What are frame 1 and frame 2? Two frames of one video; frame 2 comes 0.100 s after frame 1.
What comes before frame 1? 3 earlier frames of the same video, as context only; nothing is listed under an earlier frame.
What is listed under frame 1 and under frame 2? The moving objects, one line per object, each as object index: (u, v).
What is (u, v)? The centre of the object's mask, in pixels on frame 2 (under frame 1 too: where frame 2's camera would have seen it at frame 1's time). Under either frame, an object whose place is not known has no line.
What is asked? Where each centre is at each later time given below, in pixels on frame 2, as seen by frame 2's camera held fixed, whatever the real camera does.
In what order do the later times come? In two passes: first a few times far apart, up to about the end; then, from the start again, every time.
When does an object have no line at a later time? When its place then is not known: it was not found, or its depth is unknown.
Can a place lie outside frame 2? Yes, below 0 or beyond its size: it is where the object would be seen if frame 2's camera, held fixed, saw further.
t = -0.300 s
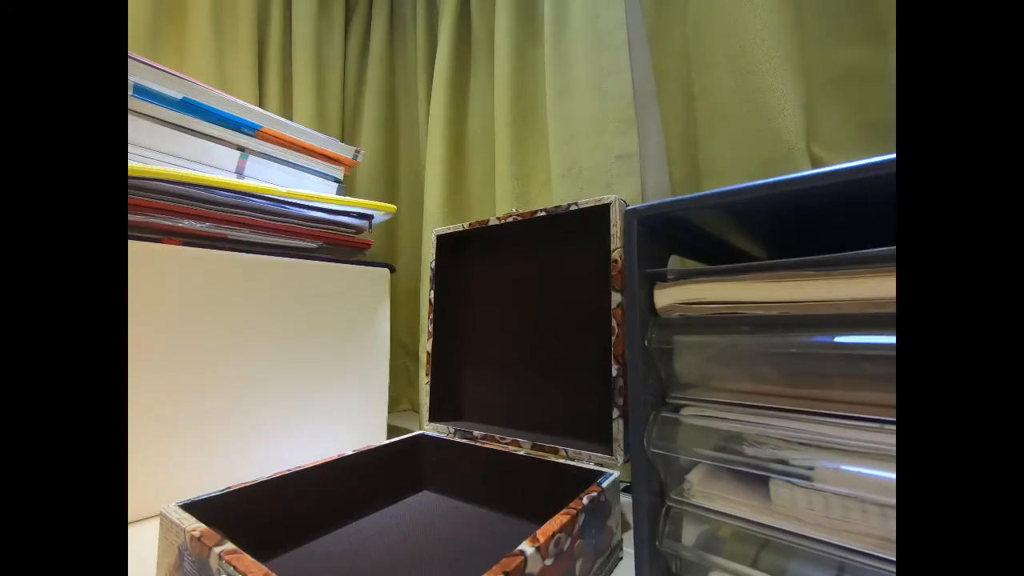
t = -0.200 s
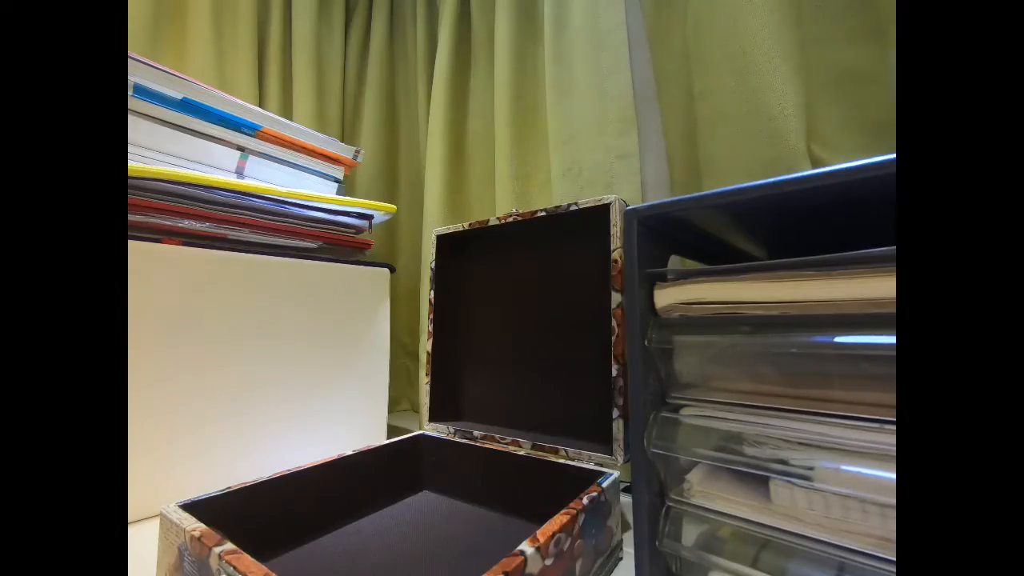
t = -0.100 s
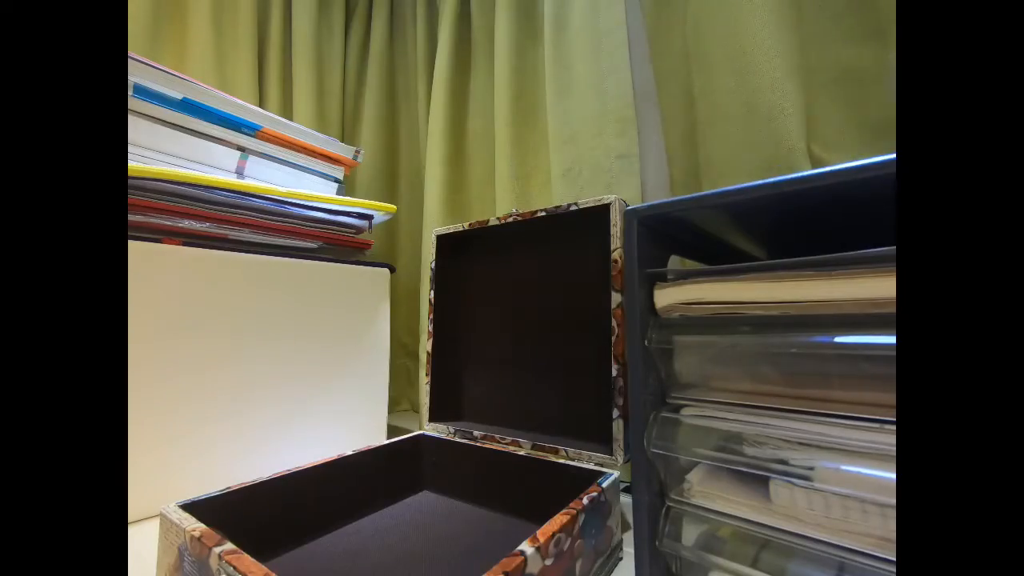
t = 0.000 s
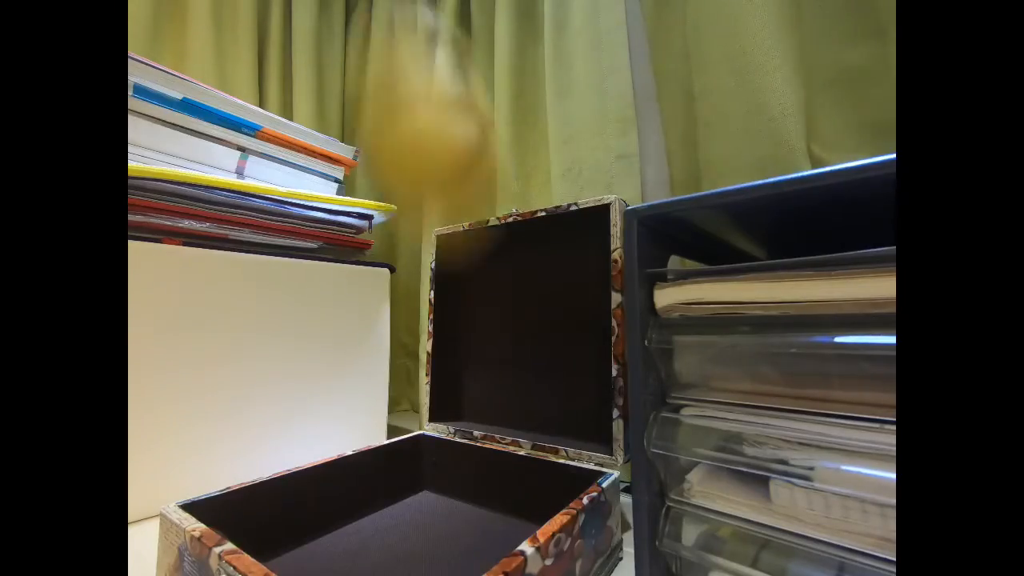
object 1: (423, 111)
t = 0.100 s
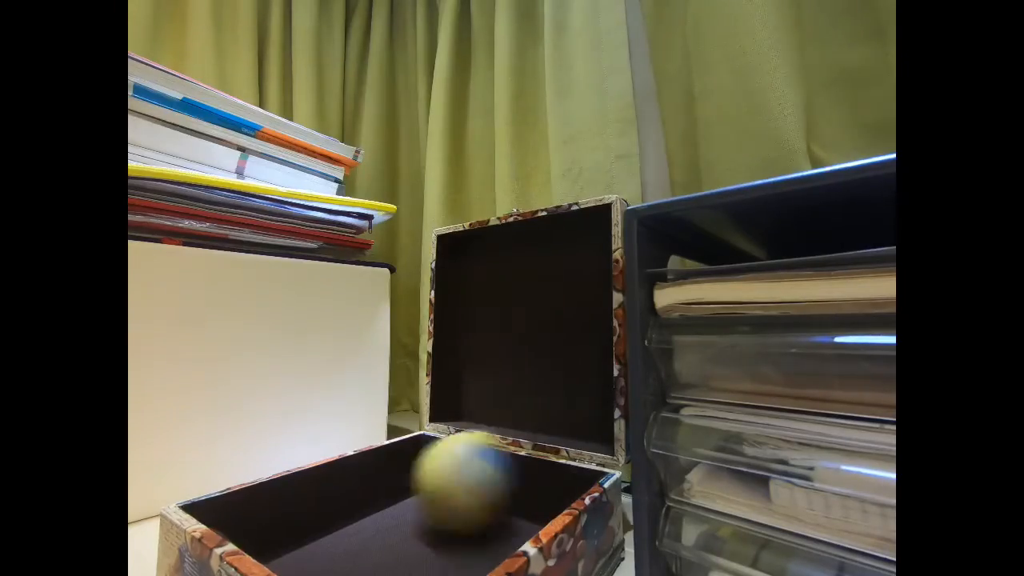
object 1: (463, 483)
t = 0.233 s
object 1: (397, 432)
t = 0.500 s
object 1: (390, 526)
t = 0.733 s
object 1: (388, 536)
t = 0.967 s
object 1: (433, 525)
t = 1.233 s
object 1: (475, 504)
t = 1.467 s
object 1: (491, 497)
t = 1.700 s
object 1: (491, 500)
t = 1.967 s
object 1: (504, 496)
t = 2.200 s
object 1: (504, 496)
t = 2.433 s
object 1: (504, 495)
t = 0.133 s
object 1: (413, 463)
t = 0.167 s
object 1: (398, 443)
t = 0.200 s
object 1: (398, 432)
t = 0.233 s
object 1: (397, 432)
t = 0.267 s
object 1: (395, 453)
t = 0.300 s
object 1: (395, 502)
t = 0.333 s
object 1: (393, 494)
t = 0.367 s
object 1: (390, 466)
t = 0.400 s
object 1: (389, 457)
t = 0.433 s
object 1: (388, 472)
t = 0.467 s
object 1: (387, 502)
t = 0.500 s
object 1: (390, 526)
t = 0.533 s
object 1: (387, 531)
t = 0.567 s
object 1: (378, 515)
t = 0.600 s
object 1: (372, 506)
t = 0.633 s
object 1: (367, 506)
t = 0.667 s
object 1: (365, 517)
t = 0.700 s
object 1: (375, 526)
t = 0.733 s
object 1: (388, 536)
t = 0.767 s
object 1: (393, 524)
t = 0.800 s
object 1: (400, 519)
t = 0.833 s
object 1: (408, 522)
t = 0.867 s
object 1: (416, 530)
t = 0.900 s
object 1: (421, 520)
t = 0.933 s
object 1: (427, 519)
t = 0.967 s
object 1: (433, 525)
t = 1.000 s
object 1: (439, 518)
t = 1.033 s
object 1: (444, 518)
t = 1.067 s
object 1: (450, 516)
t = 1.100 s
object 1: (454, 514)
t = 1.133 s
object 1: (459, 511)
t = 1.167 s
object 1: (464, 511)
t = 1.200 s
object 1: (470, 506)
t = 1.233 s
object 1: (475, 504)
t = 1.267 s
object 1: (481, 501)
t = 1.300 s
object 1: (486, 498)
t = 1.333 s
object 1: (492, 496)
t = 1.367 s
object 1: (497, 493)
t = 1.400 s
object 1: (495, 495)
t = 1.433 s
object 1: (493, 496)
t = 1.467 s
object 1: (491, 497)
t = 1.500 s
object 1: (490, 498)
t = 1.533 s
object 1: (489, 499)
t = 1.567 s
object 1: (489, 500)
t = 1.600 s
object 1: (489, 500)
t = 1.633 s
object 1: (489, 500)
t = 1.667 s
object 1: (490, 500)
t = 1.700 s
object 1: (491, 500)
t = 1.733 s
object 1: (492, 500)
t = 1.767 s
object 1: (493, 500)
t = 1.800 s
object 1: (495, 500)
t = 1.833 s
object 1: (496, 499)
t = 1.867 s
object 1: (498, 498)
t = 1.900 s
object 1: (500, 497)
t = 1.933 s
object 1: (502, 497)
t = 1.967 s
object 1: (504, 496)
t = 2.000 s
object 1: (506, 494)
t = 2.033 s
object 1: (506, 495)
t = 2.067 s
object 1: (506, 495)
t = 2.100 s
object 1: (505, 495)
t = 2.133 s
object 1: (505, 496)
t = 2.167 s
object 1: (505, 496)
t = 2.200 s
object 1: (504, 496)
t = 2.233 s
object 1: (504, 496)
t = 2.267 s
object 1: (504, 495)
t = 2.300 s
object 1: (505, 495)
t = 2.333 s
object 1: (505, 495)
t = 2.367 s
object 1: (505, 495)
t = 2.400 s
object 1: (504, 495)
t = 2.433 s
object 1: (504, 495)
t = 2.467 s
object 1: (503, 495)
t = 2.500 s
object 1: (503, 495)
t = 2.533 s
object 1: (503, 495)
